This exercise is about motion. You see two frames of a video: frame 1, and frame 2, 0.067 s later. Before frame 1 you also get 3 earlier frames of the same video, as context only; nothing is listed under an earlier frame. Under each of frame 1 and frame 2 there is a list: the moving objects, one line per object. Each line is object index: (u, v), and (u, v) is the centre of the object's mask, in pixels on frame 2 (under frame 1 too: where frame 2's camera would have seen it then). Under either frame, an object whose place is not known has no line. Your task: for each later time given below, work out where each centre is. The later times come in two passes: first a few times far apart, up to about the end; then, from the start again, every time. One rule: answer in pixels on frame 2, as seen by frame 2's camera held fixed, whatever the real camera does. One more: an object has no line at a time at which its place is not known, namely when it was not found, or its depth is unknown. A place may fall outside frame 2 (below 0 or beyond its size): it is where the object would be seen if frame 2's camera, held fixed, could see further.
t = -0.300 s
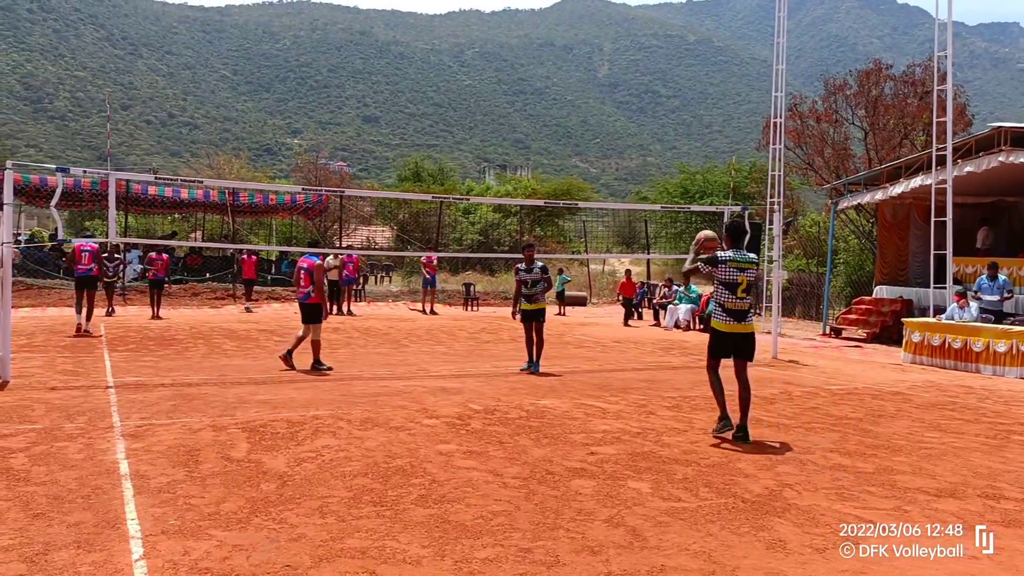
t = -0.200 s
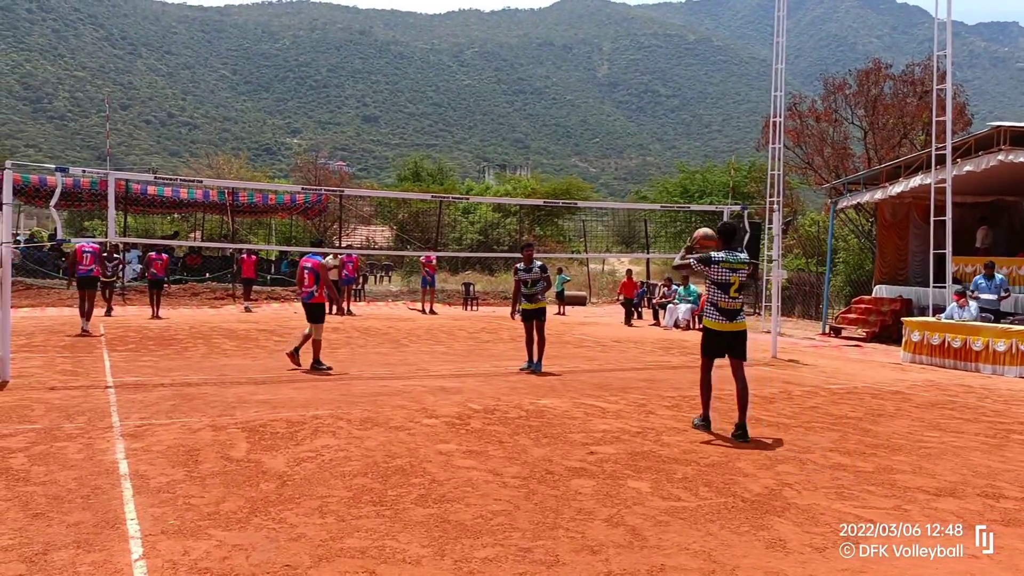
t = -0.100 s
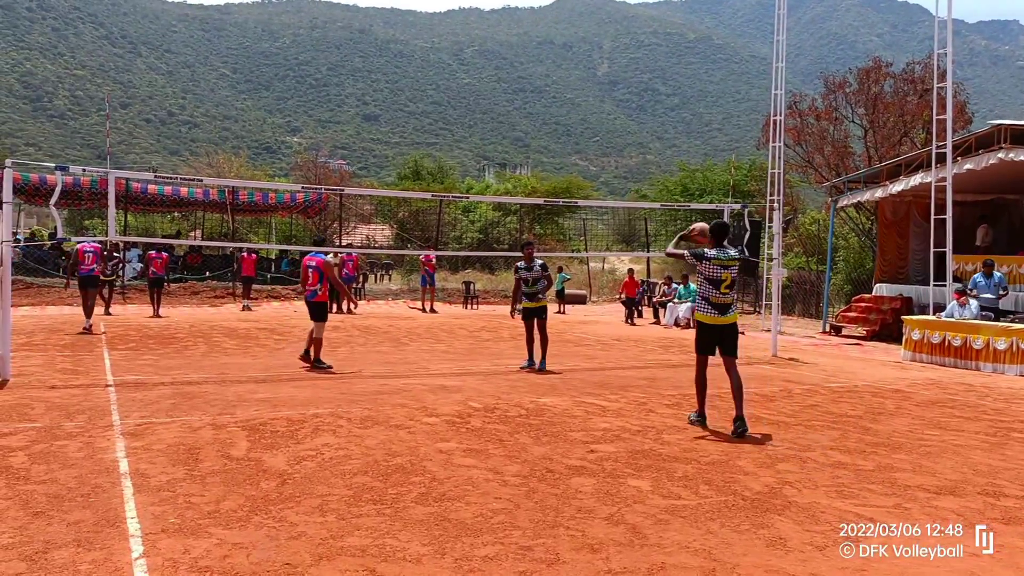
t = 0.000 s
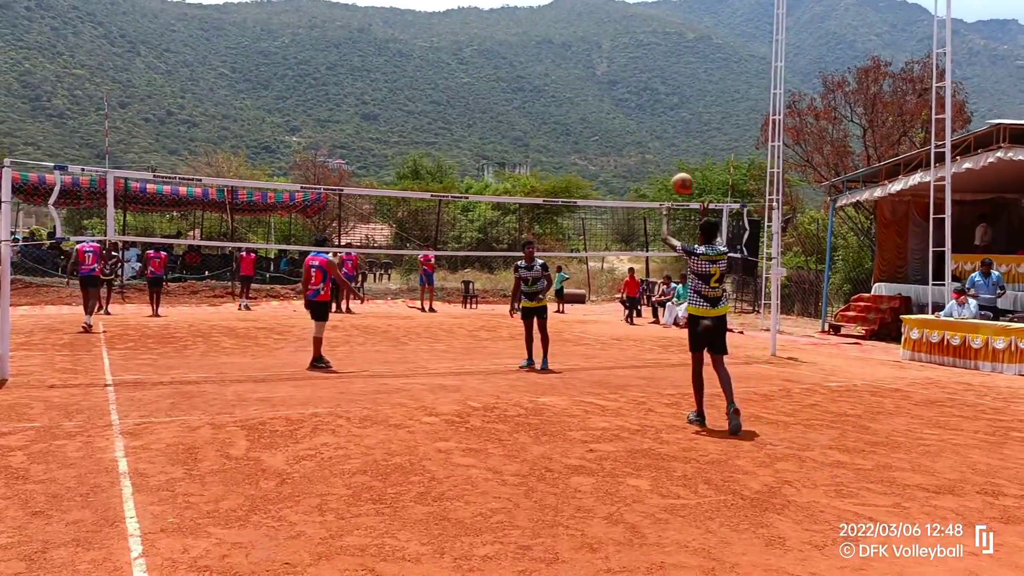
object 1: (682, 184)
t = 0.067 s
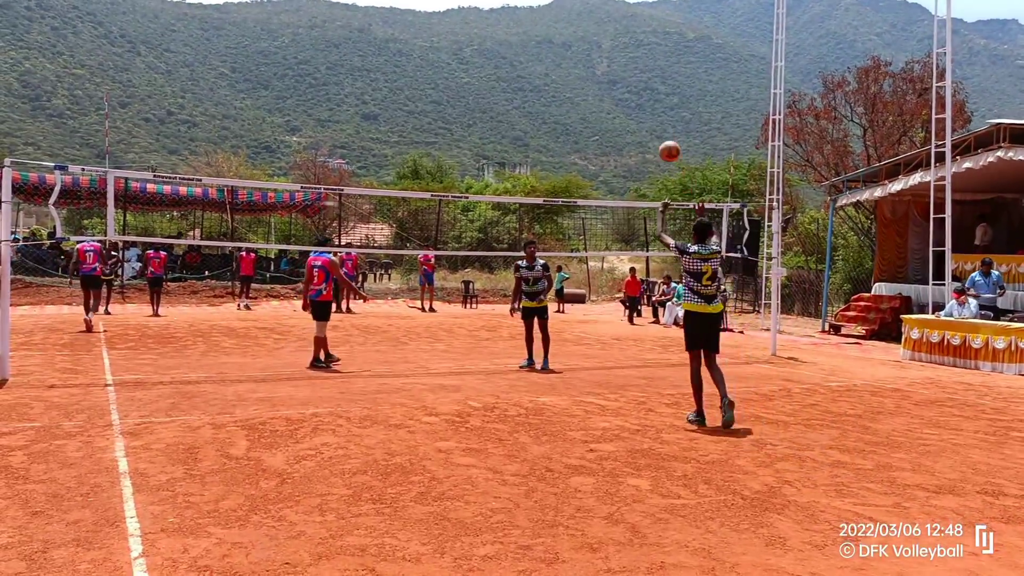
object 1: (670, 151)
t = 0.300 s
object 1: (629, 83)
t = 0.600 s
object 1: (585, 77)
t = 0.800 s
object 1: (560, 112)
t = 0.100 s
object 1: (663, 137)
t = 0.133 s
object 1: (657, 125)
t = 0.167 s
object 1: (651, 114)
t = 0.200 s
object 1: (645, 104)
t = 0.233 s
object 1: (640, 96)
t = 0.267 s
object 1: (634, 88)
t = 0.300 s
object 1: (629, 83)
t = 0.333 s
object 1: (624, 78)
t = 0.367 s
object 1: (618, 74)
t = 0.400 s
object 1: (613, 72)
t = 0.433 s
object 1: (608, 70)
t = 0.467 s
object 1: (603, 70)
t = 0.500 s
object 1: (598, 70)
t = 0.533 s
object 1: (594, 72)
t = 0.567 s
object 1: (589, 74)
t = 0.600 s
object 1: (585, 77)
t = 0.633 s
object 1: (580, 81)
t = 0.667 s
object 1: (576, 86)
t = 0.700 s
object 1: (572, 91)
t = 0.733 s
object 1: (568, 98)
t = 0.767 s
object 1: (563, 105)
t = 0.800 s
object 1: (560, 112)
